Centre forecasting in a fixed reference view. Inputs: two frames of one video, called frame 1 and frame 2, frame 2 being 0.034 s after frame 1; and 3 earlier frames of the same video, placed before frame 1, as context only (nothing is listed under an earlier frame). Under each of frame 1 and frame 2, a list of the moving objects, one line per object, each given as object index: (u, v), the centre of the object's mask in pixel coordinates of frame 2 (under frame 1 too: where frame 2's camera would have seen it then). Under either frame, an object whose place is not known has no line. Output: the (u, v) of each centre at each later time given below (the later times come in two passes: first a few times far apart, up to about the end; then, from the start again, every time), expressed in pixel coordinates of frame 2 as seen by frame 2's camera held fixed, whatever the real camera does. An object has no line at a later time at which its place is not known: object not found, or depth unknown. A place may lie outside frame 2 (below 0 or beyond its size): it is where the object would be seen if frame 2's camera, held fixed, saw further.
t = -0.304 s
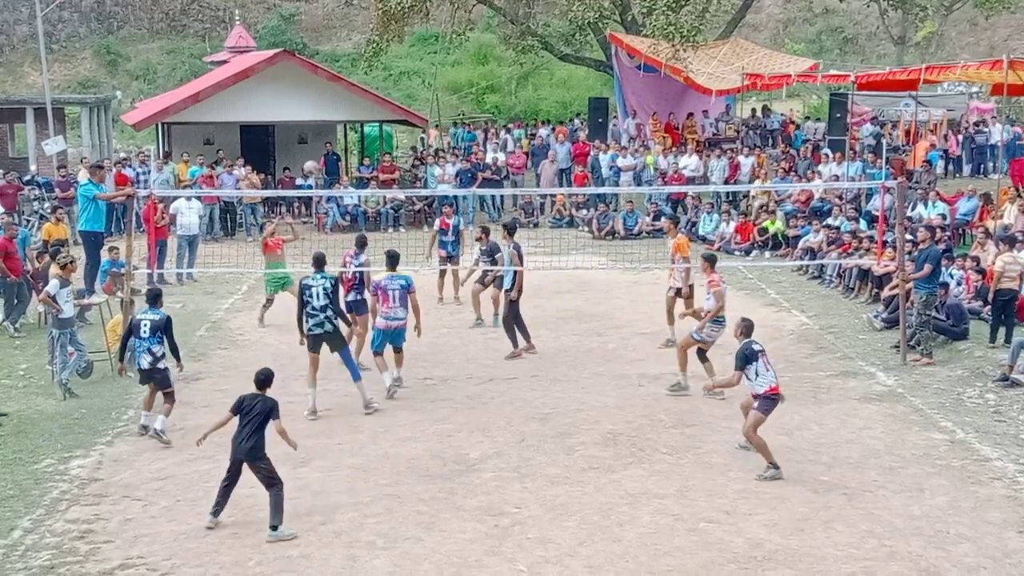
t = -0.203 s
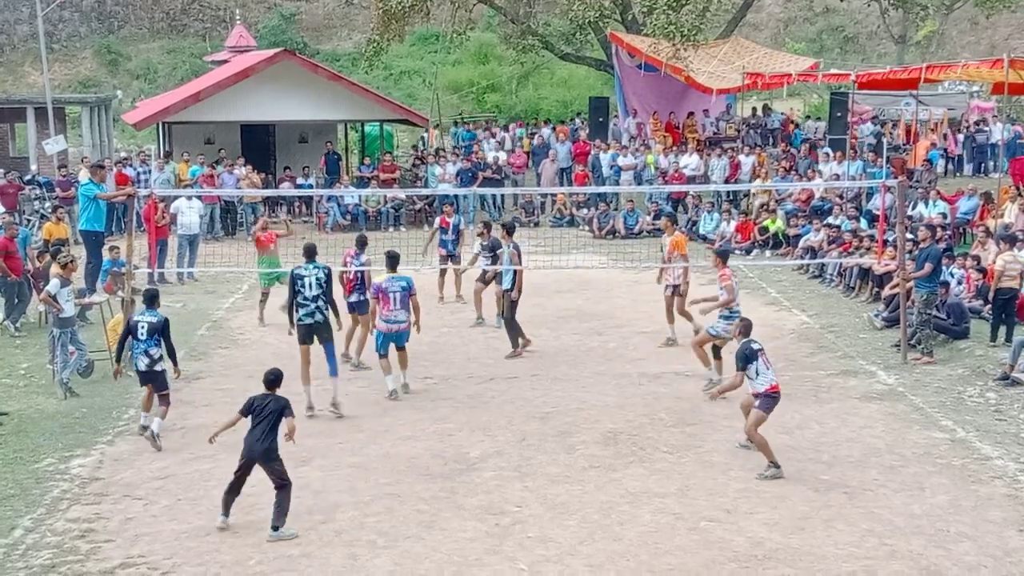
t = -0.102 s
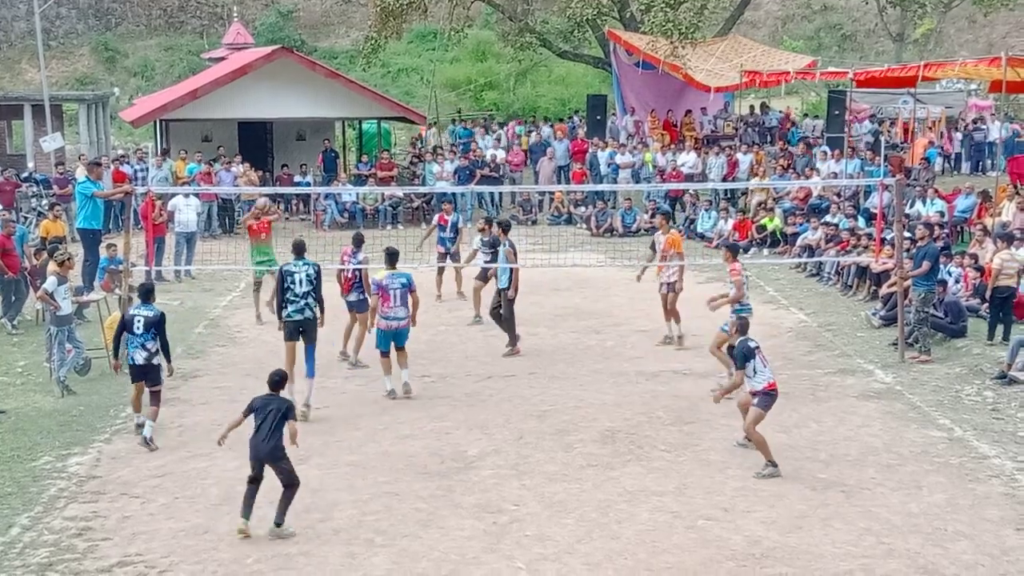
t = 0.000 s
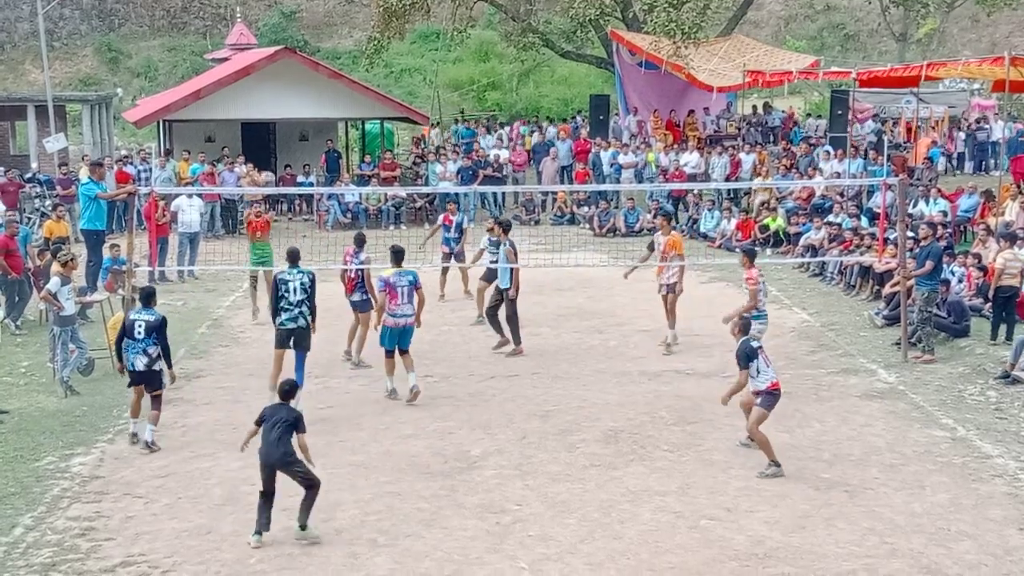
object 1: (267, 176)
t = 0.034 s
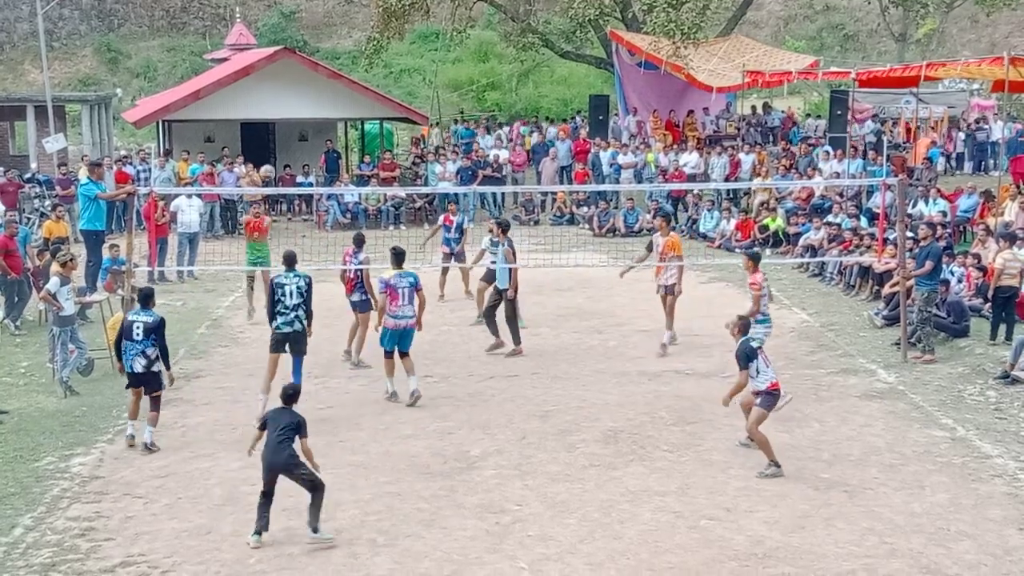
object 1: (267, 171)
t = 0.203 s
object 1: (269, 147)
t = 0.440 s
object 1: (275, 150)
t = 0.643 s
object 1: (283, 197)
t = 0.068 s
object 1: (267, 165)
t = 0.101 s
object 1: (268, 160)
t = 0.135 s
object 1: (268, 155)
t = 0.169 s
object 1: (268, 151)
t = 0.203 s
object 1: (269, 147)
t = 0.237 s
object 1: (269, 145)
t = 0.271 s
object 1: (270, 143)
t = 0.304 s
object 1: (270, 143)
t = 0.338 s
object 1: (271, 143)
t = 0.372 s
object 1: (272, 144)
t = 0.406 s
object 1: (273, 146)
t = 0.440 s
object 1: (275, 150)
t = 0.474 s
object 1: (276, 154)
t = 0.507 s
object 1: (277, 160)
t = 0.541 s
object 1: (279, 167)
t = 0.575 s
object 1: (280, 176)
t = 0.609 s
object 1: (282, 186)
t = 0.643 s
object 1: (283, 197)
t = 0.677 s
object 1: (283, 210)
